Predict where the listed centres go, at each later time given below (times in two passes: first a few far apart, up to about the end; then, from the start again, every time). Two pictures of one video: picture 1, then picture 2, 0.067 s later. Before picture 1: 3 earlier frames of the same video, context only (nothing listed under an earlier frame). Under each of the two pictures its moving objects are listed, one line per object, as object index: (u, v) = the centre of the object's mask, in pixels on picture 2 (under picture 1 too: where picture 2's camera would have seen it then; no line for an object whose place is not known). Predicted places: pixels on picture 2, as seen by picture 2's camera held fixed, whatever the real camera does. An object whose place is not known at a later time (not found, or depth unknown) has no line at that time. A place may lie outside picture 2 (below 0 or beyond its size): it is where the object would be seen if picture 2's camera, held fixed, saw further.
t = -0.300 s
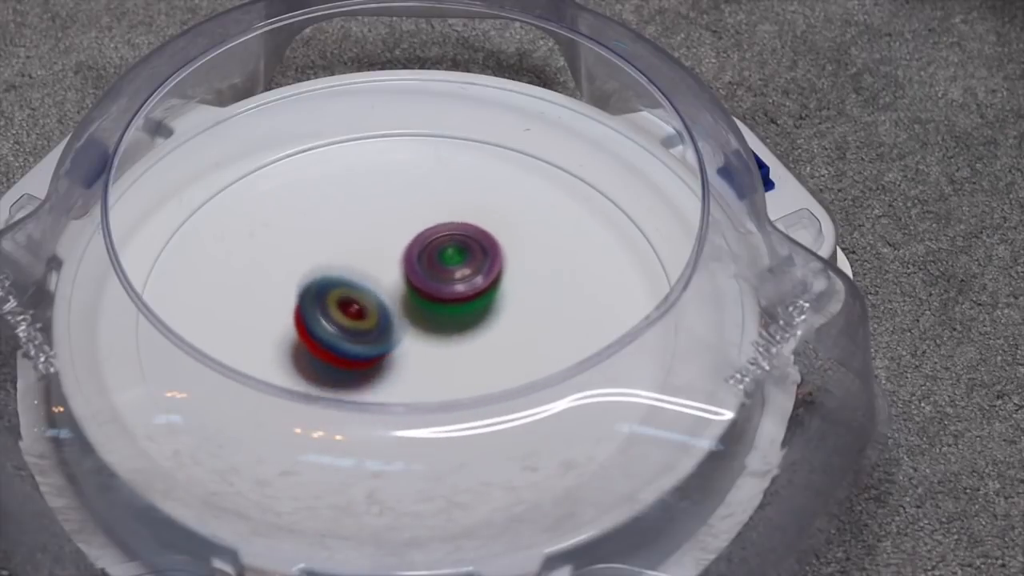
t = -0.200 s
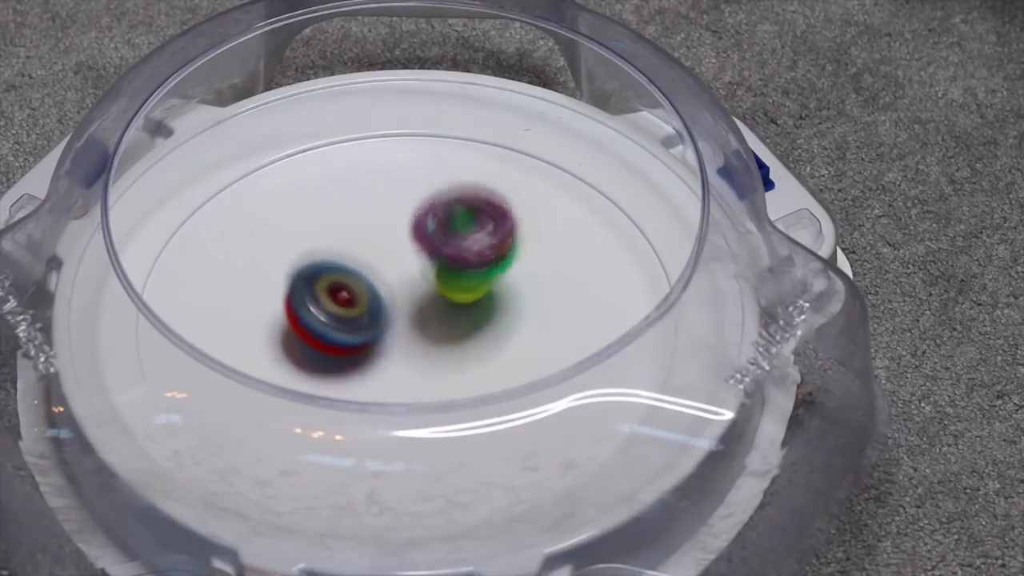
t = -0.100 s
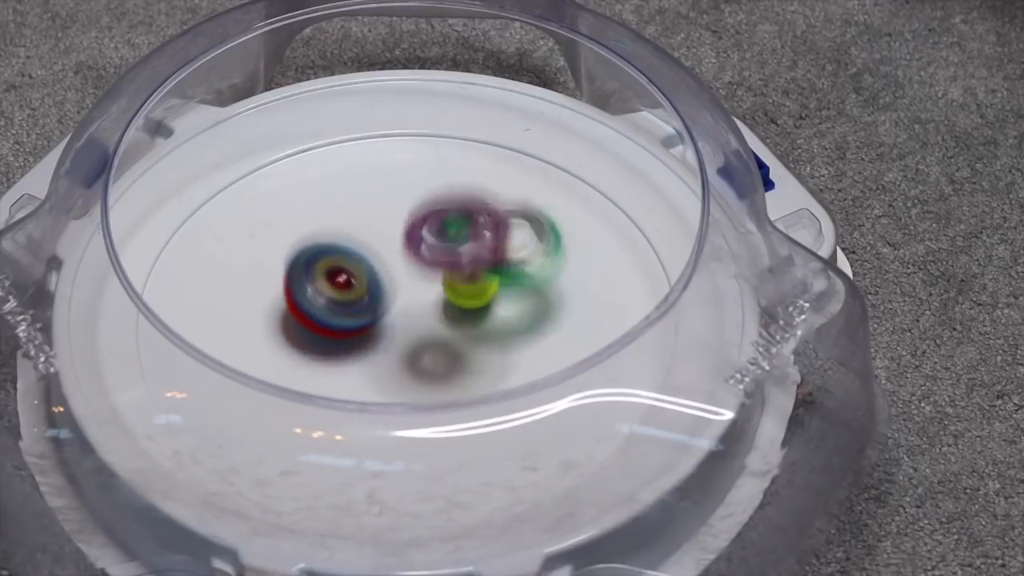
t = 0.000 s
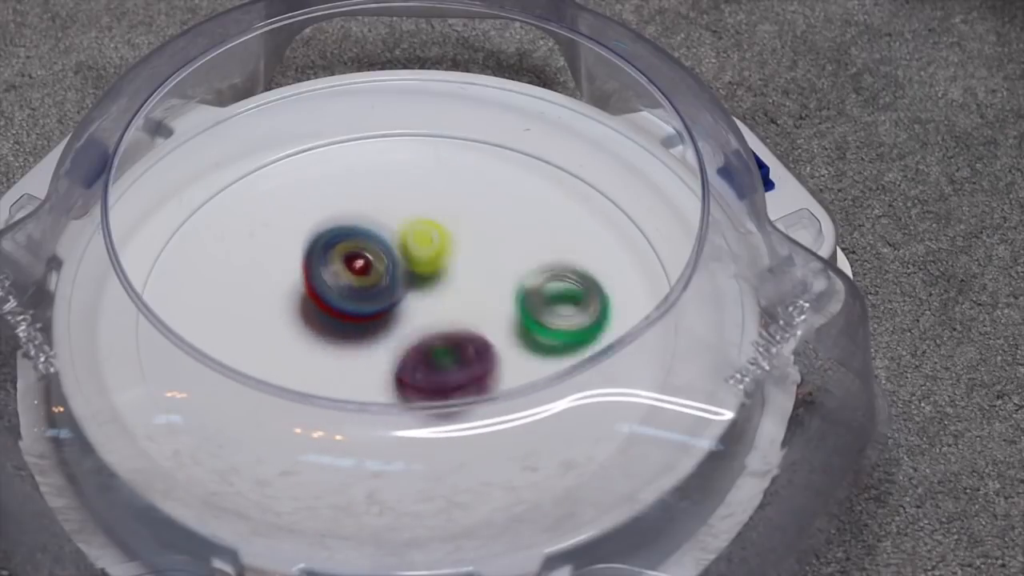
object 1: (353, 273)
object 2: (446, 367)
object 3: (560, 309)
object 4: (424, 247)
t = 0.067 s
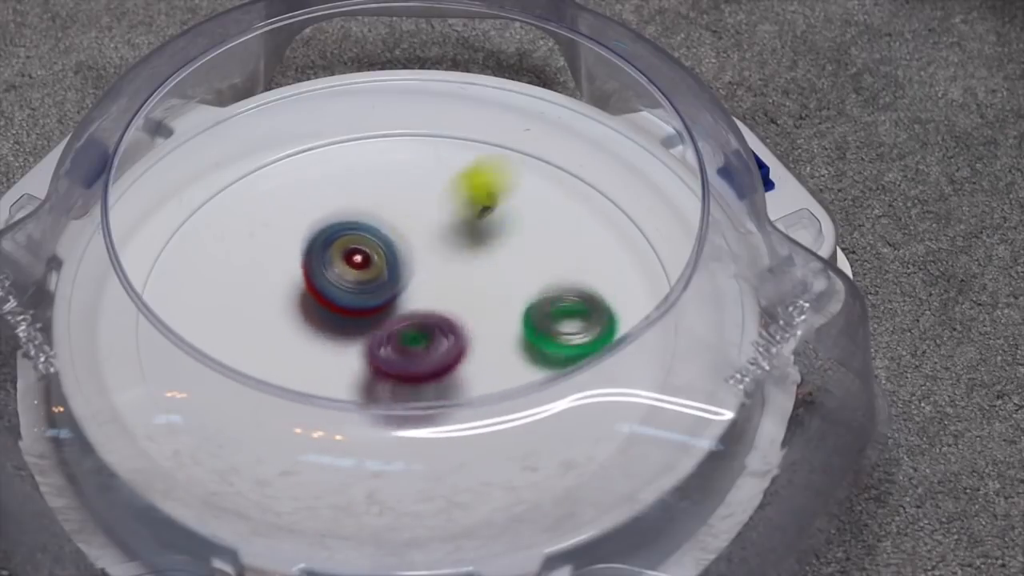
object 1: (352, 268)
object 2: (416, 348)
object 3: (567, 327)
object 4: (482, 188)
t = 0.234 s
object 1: (387, 255)
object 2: (365, 369)
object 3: (470, 364)
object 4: (588, 181)
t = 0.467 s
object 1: (455, 249)
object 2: (216, 299)
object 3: (370, 393)
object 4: (491, 326)
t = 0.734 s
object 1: (514, 274)
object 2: (320, 195)
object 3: (361, 357)
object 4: (332, 417)
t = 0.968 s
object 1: (525, 318)
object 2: (417, 208)
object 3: (441, 365)
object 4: (313, 375)
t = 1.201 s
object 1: (567, 337)
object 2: (423, 265)
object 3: (316, 303)
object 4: (194, 341)
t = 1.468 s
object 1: (491, 359)
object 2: (422, 267)
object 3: (318, 301)
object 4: (251, 337)
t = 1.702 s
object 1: (411, 359)
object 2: (422, 267)
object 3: (295, 290)
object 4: (347, 297)
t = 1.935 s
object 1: (372, 345)
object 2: (440, 266)
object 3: (310, 288)
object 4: (371, 250)
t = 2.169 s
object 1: (360, 389)
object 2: (443, 268)
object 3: (306, 184)
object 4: (440, 179)
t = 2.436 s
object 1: (420, 415)
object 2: (455, 284)
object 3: (379, 235)
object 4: (533, 206)
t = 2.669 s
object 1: (467, 364)
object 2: (449, 293)
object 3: (379, 242)
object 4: (522, 325)
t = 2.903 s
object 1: (461, 332)
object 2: (446, 279)
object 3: (379, 243)
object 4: (596, 294)
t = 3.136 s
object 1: (438, 310)
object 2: (480, 255)
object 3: (379, 243)
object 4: (526, 300)
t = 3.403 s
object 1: (383, 302)
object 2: (476, 268)
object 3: (379, 237)
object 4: (574, 315)
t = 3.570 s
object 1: (360, 298)
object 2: (476, 268)
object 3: (382, 237)
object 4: (521, 334)
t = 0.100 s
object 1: (355, 266)
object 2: (400, 368)
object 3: (559, 335)
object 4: (521, 168)
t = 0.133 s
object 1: (361, 264)
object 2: (389, 373)
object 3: (546, 342)
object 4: (560, 164)
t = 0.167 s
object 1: (369, 261)
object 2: (382, 371)
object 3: (525, 350)
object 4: (576, 164)
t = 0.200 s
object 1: (378, 258)
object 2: (377, 373)
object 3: (500, 356)
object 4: (584, 169)
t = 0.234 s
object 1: (387, 255)
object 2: (365, 369)
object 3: (470, 364)
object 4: (588, 181)
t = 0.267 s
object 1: (397, 252)
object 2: (325, 354)
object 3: (450, 372)
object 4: (584, 198)
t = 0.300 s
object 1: (407, 250)
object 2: (289, 347)
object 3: (434, 384)
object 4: (577, 217)
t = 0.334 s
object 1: (417, 249)
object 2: (261, 335)
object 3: (417, 392)
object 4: (565, 238)
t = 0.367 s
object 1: (426, 248)
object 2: (242, 327)
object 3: (401, 401)
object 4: (551, 259)
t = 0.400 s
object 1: (436, 248)
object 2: (228, 315)
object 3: (388, 400)
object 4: (533, 283)
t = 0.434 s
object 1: (446, 248)
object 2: (219, 307)
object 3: (377, 401)
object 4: (515, 306)
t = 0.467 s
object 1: (455, 249)
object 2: (216, 299)
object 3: (370, 393)
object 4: (491, 326)
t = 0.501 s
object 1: (464, 250)
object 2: (220, 293)
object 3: (361, 376)
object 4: (469, 345)
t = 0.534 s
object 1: (473, 252)
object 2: (229, 290)
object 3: (345, 368)
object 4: (444, 362)
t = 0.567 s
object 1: (481, 255)
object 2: (242, 288)
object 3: (334, 363)
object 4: (420, 374)
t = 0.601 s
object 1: (489, 258)
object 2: (258, 288)
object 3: (327, 357)
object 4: (399, 381)
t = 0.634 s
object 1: (496, 261)
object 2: (275, 287)
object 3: (325, 349)
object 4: (375, 395)
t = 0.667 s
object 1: (503, 265)
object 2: (289, 255)
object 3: (334, 347)
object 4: (358, 412)
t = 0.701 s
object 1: (509, 270)
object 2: (305, 220)
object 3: (349, 355)
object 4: (343, 414)
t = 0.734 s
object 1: (514, 274)
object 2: (320, 195)
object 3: (361, 357)
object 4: (332, 417)
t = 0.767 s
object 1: (518, 280)
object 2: (337, 179)
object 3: (375, 365)
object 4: (322, 418)
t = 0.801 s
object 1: (522, 285)
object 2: (358, 172)
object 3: (386, 363)
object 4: (314, 418)
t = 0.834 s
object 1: (525, 291)
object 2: (377, 172)
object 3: (399, 366)
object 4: (307, 415)
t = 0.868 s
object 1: (526, 298)
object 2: (392, 178)
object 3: (411, 366)
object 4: (305, 409)
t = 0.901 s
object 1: (527, 304)
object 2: (404, 187)
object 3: (423, 366)
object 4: (310, 394)
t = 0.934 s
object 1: (526, 311)
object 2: (412, 197)
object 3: (433, 366)
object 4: (308, 392)
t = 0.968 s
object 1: (525, 318)
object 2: (417, 208)
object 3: (441, 365)
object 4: (313, 375)
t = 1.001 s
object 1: (542, 326)
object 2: (421, 219)
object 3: (411, 354)
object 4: (316, 371)
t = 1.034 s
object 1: (555, 329)
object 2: (422, 229)
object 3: (381, 346)
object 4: (318, 364)
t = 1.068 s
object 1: (563, 331)
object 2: (423, 239)
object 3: (353, 337)
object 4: (284, 356)
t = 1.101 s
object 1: (567, 333)
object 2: (424, 248)
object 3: (337, 326)
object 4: (247, 351)
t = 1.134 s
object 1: (574, 339)
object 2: (423, 256)
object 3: (326, 316)
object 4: (221, 342)
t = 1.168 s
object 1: (574, 342)
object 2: (423, 261)
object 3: (319, 308)
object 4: (203, 341)
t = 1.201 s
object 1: (567, 337)
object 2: (423, 265)
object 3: (316, 303)
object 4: (194, 341)
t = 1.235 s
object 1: (568, 346)
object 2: (422, 267)
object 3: (316, 301)
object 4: (191, 340)
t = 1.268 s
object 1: (565, 350)
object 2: (422, 267)
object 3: (318, 301)
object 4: (192, 338)
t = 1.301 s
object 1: (550, 345)
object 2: (422, 267)
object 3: (318, 301)
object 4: (200, 331)
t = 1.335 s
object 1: (541, 348)
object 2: (422, 267)
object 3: (318, 301)
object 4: (207, 332)
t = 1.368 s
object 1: (530, 352)
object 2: (422, 267)
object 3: (318, 301)
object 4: (216, 335)
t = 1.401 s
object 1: (518, 355)
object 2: (422, 267)
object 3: (318, 301)
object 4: (226, 337)
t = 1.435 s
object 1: (505, 357)
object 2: (422, 267)
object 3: (318, 301)
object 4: (237, 338)
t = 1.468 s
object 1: (491, 359)
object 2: (422, 267)
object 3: (318, 301)
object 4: (251, 337)
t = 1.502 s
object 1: (477, 360)
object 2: (422, 267)
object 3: (321, 299)
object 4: (269, 334)
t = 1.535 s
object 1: (463, 361)
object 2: (422, 267)
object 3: (326, 290)
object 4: (289, 329)
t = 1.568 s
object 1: (450, 360)
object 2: (422, 267)
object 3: (324, 290)
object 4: (303, 334)
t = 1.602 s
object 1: (436, 359)
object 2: (422, 267)
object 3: (319, 294)
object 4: (319, 340)
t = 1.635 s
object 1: (424, 357)
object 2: (422, 267)
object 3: (316, 295)
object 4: (336, 345)
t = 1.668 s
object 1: (413, 355)
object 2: (422, 267)
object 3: (308, 289)
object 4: (343, 330)
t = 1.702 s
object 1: (411, 359)
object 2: (422, 267)
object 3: (295, 290)
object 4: (347, 297)
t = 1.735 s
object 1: (408, 361)
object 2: (426, 267)
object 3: (302, 291)
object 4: (357, 278)
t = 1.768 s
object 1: (403, 361)
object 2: (429, 267)
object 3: (307, 290)
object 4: (367, 269)
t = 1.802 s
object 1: (396, 360)
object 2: (433, 265)
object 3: (311, 290)
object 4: (372, 260)
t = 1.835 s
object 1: (390, 357)
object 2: (435, 265)
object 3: (310, 290)
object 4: (372, 260)
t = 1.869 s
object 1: (384, 353)
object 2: (437, 265)
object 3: (312, 291)
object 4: (372, 255)
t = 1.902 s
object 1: (377, 349)
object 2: (439, 265)
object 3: (311, 290)
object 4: (372, 253)
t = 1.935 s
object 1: (372, 345)
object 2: (440, 266)
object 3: (310, 288)
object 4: (371, 250)
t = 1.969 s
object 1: (366, 340)
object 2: (442, 266)
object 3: (307, 286)
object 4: (370, 249)
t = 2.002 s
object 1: (361, 334)
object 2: (442, 266)
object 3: (302, 281)
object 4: (370, 247)
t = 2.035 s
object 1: (358, 329)
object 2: (442, 266)
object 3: (301, 282)
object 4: (370, 245)
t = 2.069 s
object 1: (355, 324)
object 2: (442, 266)
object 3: (300, 281)
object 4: (369, 246)
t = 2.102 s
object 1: (353, 349)
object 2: (442, 267)
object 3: (303, 243)
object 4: (386, 221)
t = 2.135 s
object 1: (356, 365)
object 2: (443, 268)
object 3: (299, 205)
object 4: (413, 195)
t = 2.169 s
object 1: (360, 389)
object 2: (443, 268)
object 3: (306, 184)
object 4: (440, 179)
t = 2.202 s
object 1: (365, 408)
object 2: (443, 269)
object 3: (324, 182)
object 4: (466, 166)
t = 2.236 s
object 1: (371, 417)
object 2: (443, 269)
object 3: (340, 191)
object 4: (488, 158)
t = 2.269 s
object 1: (377, 417)
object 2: (443, 269)
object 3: (352, 199)
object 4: (508, 152)
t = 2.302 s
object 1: (384, 422)
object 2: (443, 269)
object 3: (364, 207)
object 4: (523, 152)
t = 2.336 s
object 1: (394, 422)
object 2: (445, 271)
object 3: (371, 216)
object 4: (531, 160)
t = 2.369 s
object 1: (401, 420)
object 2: (450, 275)
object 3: (375, 223)
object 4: (534, 175)
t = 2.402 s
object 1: (408, 413)
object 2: (453, 280)
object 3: (378, 230)
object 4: (534, 188)
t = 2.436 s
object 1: (420, 415)
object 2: (455, 284)
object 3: (379, 235)
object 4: (533, 206)
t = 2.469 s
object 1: (426, 402)
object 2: (456, 287)
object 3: (379, 238)
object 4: (528, 224)
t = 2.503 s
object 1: (436, 391)
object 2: (456, 289)
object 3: (380, 240)
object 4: (522, 244)
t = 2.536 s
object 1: (442, 391)
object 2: (453, 292)
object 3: (380, 241)
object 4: (518, 260)
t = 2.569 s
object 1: (449, 385)
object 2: (450, 294)
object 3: (379, 242)
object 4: (519, 281)
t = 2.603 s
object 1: (455, 381)
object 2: (449, 295)
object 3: (379, 242)
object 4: (521, 300)
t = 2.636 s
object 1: (460, 376)
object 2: (449, 294)
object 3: (379, 242)
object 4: (521, 315)
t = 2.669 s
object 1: (467, 364)
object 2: (449, 293)
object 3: (379, 242)
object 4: (522, 325)
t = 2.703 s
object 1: (465, 362)
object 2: (450, 292)
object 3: (380, 242)
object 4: (537, 324)
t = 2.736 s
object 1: (463, 360)
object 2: (450, 291)
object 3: (379, 242)
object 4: (561, 312)
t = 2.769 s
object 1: (463, 357)
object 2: (450, 289)
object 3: (379, 242)
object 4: (583, 307)
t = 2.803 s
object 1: (464, 351)
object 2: (449, 286)
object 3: (379, 242)
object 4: (596, 299)
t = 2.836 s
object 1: (463, 344)
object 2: (448, 284)
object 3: (379, 242)
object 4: (603, 294)
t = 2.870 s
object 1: (462, 338)
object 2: (447, 282)
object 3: (379, 243)
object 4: (602, 293)
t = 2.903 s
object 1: (461, 332)
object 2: (446, 279)
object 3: (379, 243)
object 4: (596, 294)
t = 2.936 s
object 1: (460, 326)
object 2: (444, 278)
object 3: (379, 243)
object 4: (587, 294)
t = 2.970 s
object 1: (456, 319)
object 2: (449, 272)
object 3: (379, 243)
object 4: (578, 295)
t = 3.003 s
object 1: (453, 318)
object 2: (465, 266)
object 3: (379, 242)
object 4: (568, 297)
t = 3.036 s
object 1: (451, 316)
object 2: (473, 266)
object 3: (379, 243)
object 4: (558, 299)
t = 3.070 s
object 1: (448, 312)
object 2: (475, 266)
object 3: (379, 243)
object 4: (548, 300)
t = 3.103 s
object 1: (442, 311)
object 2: (480, 261)
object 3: (379, 243)
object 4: (538, 300)
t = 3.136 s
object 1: (438, 310)
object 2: (480, 255)
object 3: (379, 243)
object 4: (526, 300)
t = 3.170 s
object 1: (434, 308)
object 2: (480, 253)
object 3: (378, 242)
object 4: (515, 301)
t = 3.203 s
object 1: (423, 308)
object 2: (480, 259)
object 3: (378, 241)
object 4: (526, 301)
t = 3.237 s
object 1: (415, 306)
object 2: (482, 264)
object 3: (378, 240)
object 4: (550, 301)
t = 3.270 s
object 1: (407, 306)
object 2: (480, 266)
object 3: (378, 240)
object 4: (562, 300)
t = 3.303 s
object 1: (402, 304)
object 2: (480, 267)
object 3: (378, 239)
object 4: (572, 306)
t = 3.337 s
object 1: (394, 304)
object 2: (478, 268)
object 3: (378, 238)
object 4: (576, 310)
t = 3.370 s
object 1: (389, 303)
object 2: (477, 268)
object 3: (378, 237)
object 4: (577, 311)
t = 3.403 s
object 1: (383, 302)
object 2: (476, 268)
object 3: (379, 237)
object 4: (574, 315)
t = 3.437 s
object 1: (377, 301)
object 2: (476, 269)
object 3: (379, 237)
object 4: (569, 320)
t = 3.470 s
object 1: (373, 300)
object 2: (476, 269)
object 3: (380, 236)
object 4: (561, 324)
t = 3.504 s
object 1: (368, 299)
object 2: (476, 269)
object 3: (381, 236)
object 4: (549, 329)
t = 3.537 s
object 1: (363, 298)
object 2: (476, 269)
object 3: (382, 236)
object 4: (537, 331)
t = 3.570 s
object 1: (360, 298)
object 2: (476, 268)
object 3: (382, 237)
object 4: (521, 334)
